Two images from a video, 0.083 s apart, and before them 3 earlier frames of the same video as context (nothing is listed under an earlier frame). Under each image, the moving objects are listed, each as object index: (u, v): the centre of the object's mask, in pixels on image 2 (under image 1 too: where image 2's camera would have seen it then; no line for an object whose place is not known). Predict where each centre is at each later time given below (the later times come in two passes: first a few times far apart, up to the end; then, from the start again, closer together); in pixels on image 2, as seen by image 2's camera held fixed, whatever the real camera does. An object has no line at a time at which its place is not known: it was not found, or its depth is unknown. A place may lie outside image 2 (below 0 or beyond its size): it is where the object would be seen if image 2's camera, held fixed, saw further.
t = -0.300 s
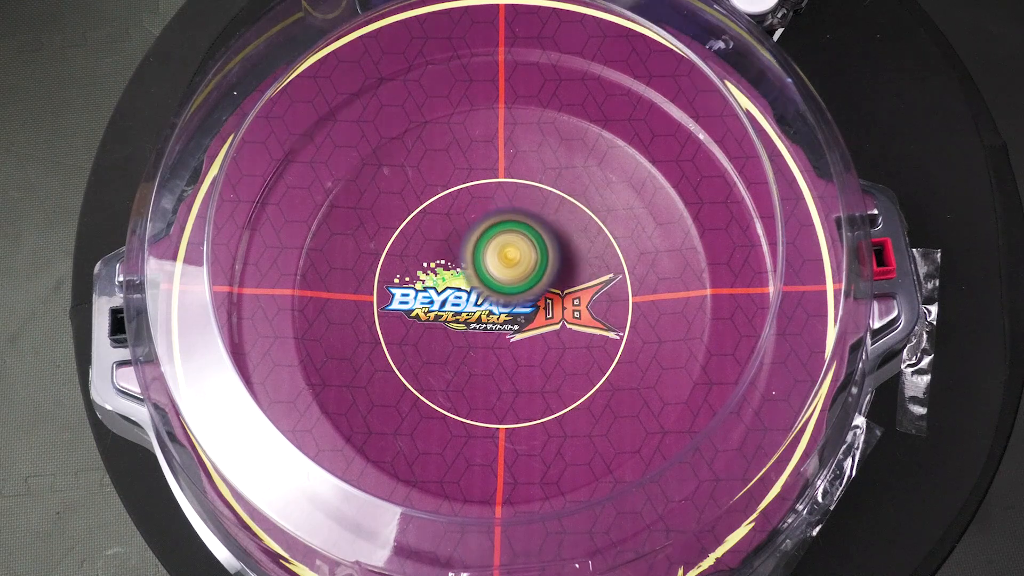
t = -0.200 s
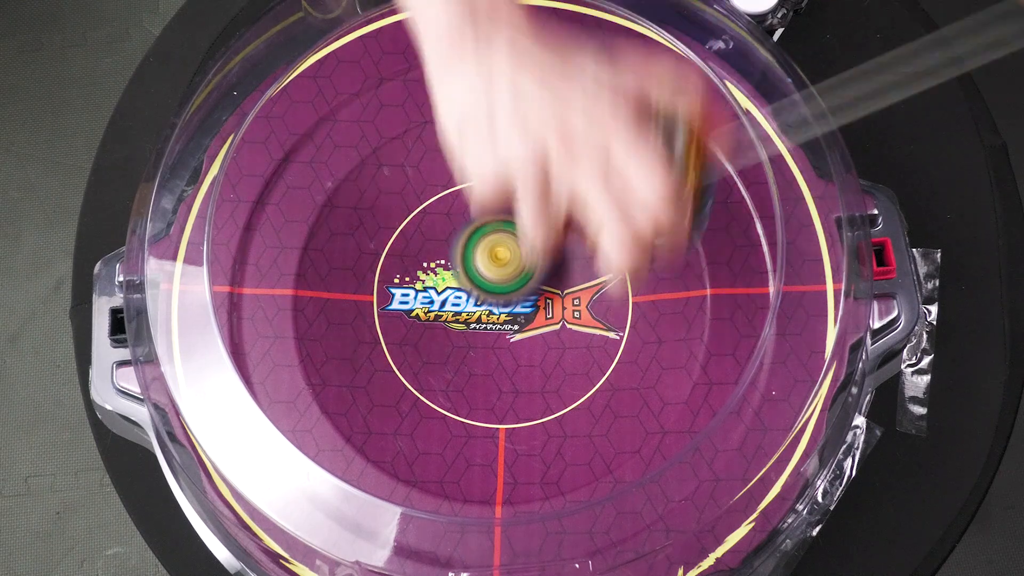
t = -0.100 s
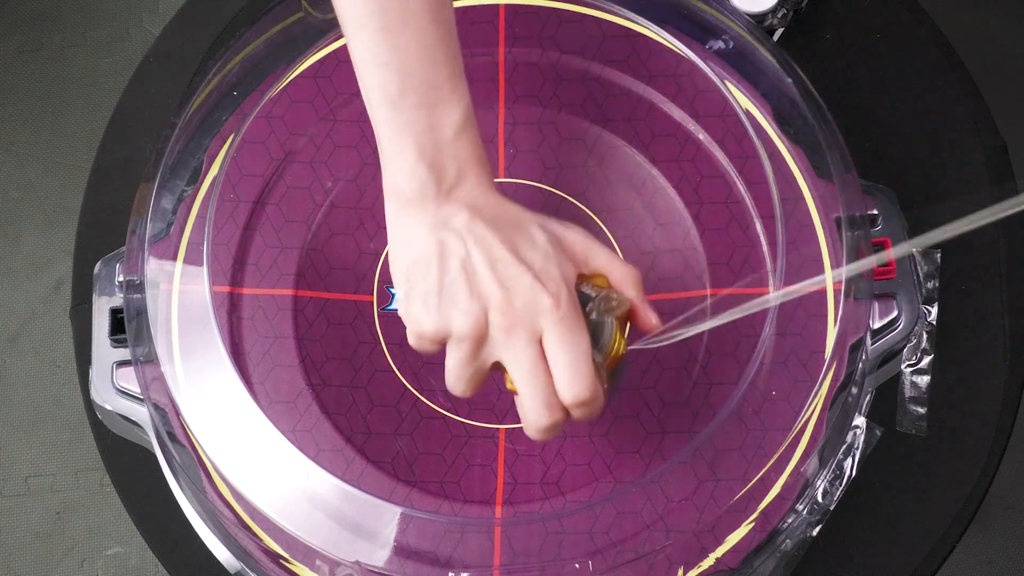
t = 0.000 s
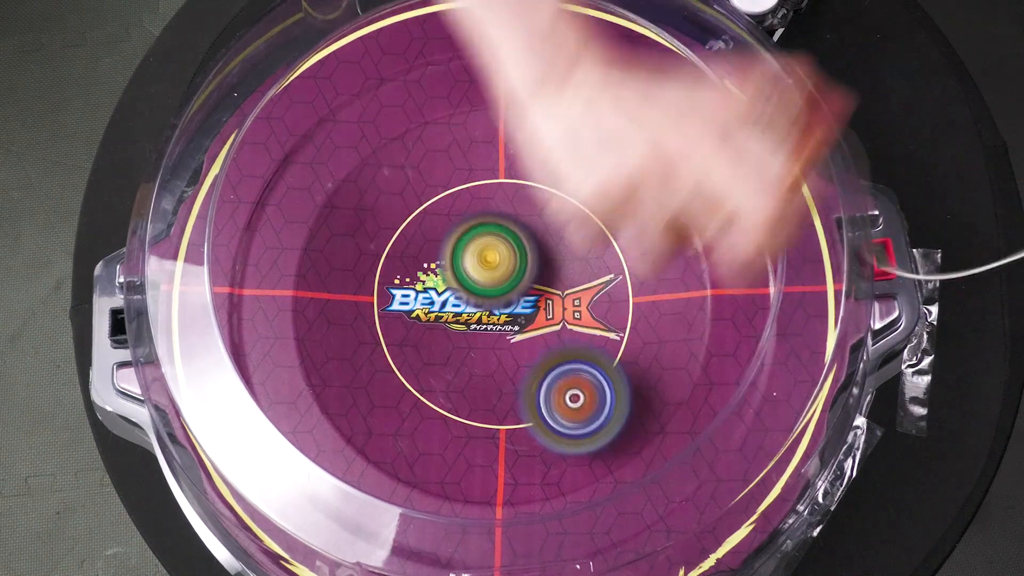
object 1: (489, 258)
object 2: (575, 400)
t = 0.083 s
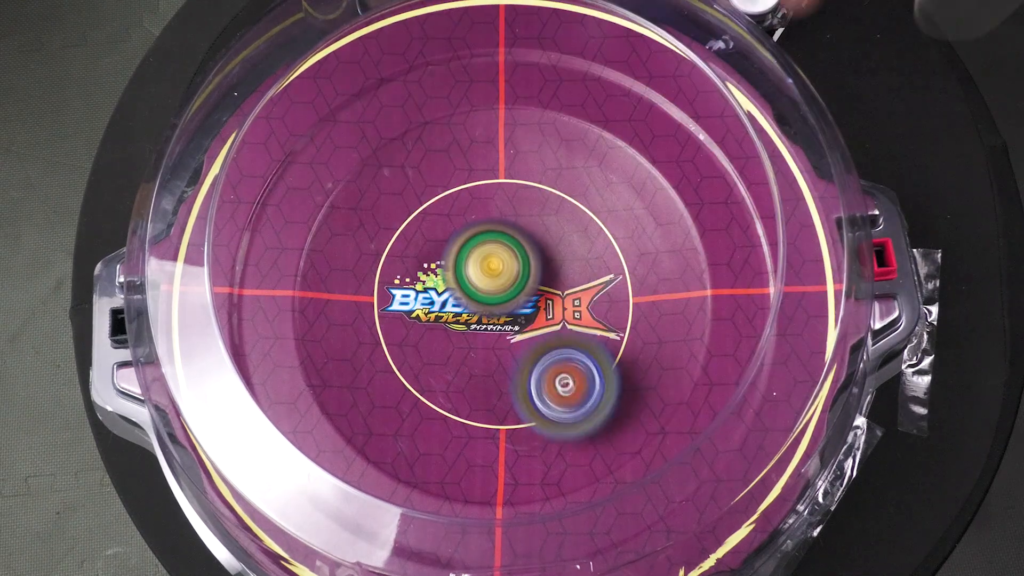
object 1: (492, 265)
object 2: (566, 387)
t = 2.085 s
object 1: (610, 157)
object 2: (493, 379)
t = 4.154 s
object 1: (531, 283)
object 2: (396, 298)
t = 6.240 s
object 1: (536, 298)
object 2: (417, 255)
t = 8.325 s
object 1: (559, 319)
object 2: (364, 245)
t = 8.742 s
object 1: (532, 317)
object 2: (423, 257)
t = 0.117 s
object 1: (492, 266)
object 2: (560, 374)
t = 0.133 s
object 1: (490, 267)
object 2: (557, 366)
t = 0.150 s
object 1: (490, 267)
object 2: (553, 356)
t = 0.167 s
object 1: (489, 267)
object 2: (550, 346)
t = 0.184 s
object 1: (486, 263)
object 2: (551, 345)
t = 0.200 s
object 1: (475, 248)
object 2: (562, 352)
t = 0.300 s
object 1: (423, 177)
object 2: (638, 382)
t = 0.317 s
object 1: (419, 170)
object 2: (649, 384)
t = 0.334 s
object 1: (416, 164)
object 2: (659, 383)
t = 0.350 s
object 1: (414, 161)
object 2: (668, 381)
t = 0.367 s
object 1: (413, 158)
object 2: (677, 378)
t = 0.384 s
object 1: (412, 157)
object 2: (683, 373)
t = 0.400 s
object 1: (412, 156)
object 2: (689, 367)
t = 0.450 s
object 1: (417, 161)
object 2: (704, 346)
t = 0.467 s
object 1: (420, 165)
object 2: (710, 339)
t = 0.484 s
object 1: (425, 168)
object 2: (715, 330)
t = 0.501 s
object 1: (430, 174)
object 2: (724, 323)
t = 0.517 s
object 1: (435, 180)
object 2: (733, 315)
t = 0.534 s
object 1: (441, 187)
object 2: (733, 308)
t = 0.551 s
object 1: (448, 194)
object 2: (750, 303)
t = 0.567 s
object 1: (455, 202)
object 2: (760, 297)
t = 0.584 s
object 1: (462, 210)
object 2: (767, 292)
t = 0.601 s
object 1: (470, 218)
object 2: (771, 285)
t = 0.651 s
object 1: (492, 245)
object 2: (779, 267)
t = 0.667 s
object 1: (499, 255)
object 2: (778, 263)
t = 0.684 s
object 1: (504, 266)
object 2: (784, 257)
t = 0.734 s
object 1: (516, 299)
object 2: (792, 249)
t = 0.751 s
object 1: (517, 309)
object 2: (793, 248)
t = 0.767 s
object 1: (520, 320)
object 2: (797, 248)
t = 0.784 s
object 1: (520, 328)
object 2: (799, 248)
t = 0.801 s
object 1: (520, 337)
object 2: (801, 249)
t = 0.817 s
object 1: (519, 344)
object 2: (798, 251)
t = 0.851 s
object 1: (515, 358)
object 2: (793, 257)
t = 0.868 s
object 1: (512, 364)
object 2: (790, 261)
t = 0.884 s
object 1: (507, 369)
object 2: (787, 266)
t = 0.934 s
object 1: (491, 378)
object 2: (775, 287)
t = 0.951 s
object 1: (484, 378)
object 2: (772, 293)
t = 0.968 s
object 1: (476, 378)
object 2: (765, 299)
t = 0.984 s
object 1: (468, 378)
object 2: (759, 305)
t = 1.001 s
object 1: (461, 376)
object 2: (753, 312)
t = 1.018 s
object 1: (454, 374)
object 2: (746, 318)
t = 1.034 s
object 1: (446, 371)
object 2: (741, 324)
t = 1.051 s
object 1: (439, 367)
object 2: (726, 329)
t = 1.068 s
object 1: (433, 361)
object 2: (722, 336)
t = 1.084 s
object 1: (428, 355)
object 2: (724, 343)
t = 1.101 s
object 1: (424, 348)
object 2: (714, 347)
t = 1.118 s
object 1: (422, 340)
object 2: (714, 355)
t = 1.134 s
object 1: (419, 331)
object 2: (710, 361)
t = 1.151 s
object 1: (418, 322)
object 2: (706, 365)
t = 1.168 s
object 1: (417, 313)
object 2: (702, 370)
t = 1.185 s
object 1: (416, 304)
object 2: (695, 375)
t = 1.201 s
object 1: (417, 294)
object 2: (693, 380)
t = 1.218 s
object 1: (418, 286)
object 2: (688, 385)
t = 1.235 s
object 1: (419, 277)
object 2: (682, 387)
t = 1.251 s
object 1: (421, 269)
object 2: (677, 391)
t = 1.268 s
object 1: (425, 261)
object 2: (670, 392)
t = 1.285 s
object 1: (430, 254)
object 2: (662, 393)
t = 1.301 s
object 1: (436, 249)
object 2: (653, 392)
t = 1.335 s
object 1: (450, 241)
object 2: (630, 385)
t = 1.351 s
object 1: (457, 237)
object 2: (618, 381)
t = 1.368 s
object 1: (466, 234)
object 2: (604, 375)
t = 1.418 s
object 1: (495, 235)
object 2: (562, 350)
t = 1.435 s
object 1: (504, 236)
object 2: (548, 341)
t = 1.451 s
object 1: (510, 231)
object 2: (535, 343)
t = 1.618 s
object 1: (531, 114)
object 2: (483, 428)
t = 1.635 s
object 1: (533, 112)
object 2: (481, 432)
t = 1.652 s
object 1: (536, 112)
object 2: (479, 433)
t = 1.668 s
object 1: (539, 113)
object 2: (479, 435)
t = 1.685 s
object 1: (542, 115)
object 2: (480, 435)
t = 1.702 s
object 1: (545, 117)
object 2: (481, 436)
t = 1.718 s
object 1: (549, 120)
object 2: (483, 435)
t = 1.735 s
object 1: (552, 125)
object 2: (487, 433)
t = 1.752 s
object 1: (556, 130)
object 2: (491, 432)
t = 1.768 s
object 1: (559, 134)
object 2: (496, 429)
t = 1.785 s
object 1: (562, 140)
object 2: (502, 426)
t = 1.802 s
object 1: (566, 146)
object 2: (507, 420)
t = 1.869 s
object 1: (577, 171)
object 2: (533, 394)
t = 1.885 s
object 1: (579, 178)
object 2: (540, 387)
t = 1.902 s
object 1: (580, 184)
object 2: (545, 379)
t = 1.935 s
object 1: (584, 198)
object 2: (552, 364)
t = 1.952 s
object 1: (585, 204)
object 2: (554, 356)
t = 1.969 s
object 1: (586, 211)
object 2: (555, 347)
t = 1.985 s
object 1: (587, 217)
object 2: (555, 337)
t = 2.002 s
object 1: (586, 222)
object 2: (552, 328)
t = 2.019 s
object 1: (590, 213)
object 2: (541, 336)
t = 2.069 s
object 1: (606, 168)
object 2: (504, 370)
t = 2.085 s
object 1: (610, 157)
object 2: (493, 379)
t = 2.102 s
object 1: (611, 147)
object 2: (482, 383)
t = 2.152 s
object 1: (616, 132)
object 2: (451, 395)
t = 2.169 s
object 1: (617, 131)
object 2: (443, 397)
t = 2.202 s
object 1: (617, 134)
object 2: (428, 402)
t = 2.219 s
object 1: (617, 138)
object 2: (422, 401)
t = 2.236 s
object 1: (616, 142)
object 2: (418, 398)
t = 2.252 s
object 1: (616, 147)
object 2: (413, 397)
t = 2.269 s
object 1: (615, 151)
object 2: (410, 395)
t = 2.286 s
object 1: (615, 157)
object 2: (407, 394)
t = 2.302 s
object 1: (614, 161)
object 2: (407, 390)
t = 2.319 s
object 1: (614, 166)
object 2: (408, 388)
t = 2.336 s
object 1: (613, 172)
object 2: (408, 384)
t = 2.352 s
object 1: (612, 178)
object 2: (409, 379)
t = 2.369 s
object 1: (610, 183)
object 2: (411, 375)
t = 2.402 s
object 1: (607, 194)
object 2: (415, 369)
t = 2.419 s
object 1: (605, 200)
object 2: (419, 364)
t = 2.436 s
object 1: (602, 207)
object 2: (423, 360)
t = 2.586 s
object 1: (578, 253)
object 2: (480, 321)
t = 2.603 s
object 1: (575, 256)
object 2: (483, 317)
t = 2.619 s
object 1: (586, 251)
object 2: (471, 325)
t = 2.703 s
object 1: (625, 233)
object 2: (408, 354)
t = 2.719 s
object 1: (628, 232)
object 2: (400, 357)
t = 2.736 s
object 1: (628, 234)
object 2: (392, 361)
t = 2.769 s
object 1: (627, 237)
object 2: (378, 373)
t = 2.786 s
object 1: (626, 240)
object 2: (372, 379)
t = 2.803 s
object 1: (625, 243)
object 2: (369, 381)
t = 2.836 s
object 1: (621, 248)
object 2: (364, 387)
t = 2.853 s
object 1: (619, 250)
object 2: (363, 392)
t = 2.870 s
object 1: (617, 254)
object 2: (364, 393)
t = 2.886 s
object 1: (614, 256)
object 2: (365, 394)
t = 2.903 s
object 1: (611, 260)
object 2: (366, 395)
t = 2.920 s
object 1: (608, 263)
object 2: (369, 400)
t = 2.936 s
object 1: (604, 267)
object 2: (372, 399)
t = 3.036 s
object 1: (580, 282)
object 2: (403, 394)
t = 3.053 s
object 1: (577, 284)
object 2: (411, 391)
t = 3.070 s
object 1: (572, 286)
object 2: (417, 387)
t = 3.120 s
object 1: (559, 292)
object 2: (439, 373)
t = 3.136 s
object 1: (555, 293)
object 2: (446, 367)
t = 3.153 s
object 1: (552, 293)
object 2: (452, 361)
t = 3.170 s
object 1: (549, 293)
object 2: (457, 356)
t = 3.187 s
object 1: (556, 286)
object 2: (451, 355)
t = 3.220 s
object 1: (572, 269)
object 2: (431, 356)
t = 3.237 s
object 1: (577, 262)
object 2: (422, 358)
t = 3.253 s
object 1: (582, 256)
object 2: (415, 356)
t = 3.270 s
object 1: (584, 251)
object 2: (409, 354)
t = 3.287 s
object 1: (585, 248)
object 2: (403, 353)
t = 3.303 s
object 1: (585, 246)
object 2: (397, 350)
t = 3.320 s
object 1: (584, 245)
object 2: (391, 348)
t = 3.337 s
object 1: (582, 246)
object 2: (385, 345)
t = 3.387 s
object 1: (570, 255)
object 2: (370, 336)
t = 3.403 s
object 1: (565, 258)
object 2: (366, 334)
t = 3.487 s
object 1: (536, 271)
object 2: (356, 319)
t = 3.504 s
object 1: (532, 273)
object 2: (355, 316)
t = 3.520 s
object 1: (528, 275)
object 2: (356, 313)
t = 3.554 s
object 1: (523, 278)
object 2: (357, 308)
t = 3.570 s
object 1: (521, 279)
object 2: (359, 306)
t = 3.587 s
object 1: (518, 278)
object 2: (362, 302)
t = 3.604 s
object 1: (515, 278)
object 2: (364, 300)
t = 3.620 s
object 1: (511, 277)
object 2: (368, 298)
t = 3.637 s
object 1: (507, 275)
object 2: (372, 297)
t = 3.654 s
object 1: (503, 274)
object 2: (377, 296)
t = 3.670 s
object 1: (499, 271)
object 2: (383, 297)
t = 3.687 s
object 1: (497, 269)
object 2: (388, 297)
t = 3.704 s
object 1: (495, 266)
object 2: (393, 297)
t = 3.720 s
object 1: (502, 261)
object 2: (388, 299)
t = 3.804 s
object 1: (539, 237)
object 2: (358, 312)
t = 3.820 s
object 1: (542, 235)
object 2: (355, 314)
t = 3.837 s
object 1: (545, 233)
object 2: (354, 317)
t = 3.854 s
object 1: (545, 234)
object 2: (353, 319)
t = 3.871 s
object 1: (545, 235)
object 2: (354, 321)
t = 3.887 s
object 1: (545, 238)
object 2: (356, 323)
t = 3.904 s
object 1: (544, 242)
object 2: (358, 323)
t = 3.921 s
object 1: (542, 247)
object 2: (361, 323)
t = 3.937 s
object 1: (539, 252)
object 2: (364, 323)
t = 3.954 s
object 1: (535, 257)
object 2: (368, 322)
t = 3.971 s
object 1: (530, 262)
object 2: (373, 320)
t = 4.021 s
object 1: (517, 273)
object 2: (389, 312)
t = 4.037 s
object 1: (514, 276)
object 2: (395, 309)
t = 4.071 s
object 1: (510, 280)
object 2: (403, 300)
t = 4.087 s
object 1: (515, 281)
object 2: (401, 299)
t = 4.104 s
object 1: (522, 281)
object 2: (398, 297)
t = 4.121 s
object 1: (526, 281)
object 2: (396, 297)
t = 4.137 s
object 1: (529, 282)
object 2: (396, 297)
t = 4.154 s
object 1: (531, 283)
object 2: (396, 298)
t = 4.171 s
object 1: (532, 283)
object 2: (398, 300)
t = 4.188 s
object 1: (532, 283)
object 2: (403, 300)
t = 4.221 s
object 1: (529, 284)
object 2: (411, 302)
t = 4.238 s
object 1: (526, 285)
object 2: (417, 302)
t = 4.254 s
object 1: (528, 284)
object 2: (416, 304)
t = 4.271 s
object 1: (534, 282)
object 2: (410, 306)
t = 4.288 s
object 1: (538, 281)
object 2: (406, 308)
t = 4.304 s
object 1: (541, 281)
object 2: (401, 308)
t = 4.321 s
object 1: (542, 281)
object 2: (398, 307)
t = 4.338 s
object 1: (542, 281)
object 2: (396, 306)
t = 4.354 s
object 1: (542, 282)
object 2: (393, 305)
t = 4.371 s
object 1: (542, 283)
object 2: (391, 304)
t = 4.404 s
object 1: (542, 286)
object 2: (388, 302)
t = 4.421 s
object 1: (541, 287)
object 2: (387, 302)
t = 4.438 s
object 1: (540, 289)
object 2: (388, 302)
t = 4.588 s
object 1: (529, 301)
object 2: (415, 295)
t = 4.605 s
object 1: (529, 302)
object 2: (419, 293)
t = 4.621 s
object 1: (537, 301)
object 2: (412, 289)
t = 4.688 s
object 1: (576, 302)
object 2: (381, 278)
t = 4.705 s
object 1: (580, 301)
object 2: (377, 279)
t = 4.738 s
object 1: (584, 301)
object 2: (371, 281)
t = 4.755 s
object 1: (584, 302)
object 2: (369, 281)
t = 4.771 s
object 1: (583, 303)
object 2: (369, 284)
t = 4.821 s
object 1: (573, 309)
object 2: (371, 292)
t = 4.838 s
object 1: (567, 311)
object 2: (373, 296)
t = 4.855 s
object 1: (561, 314)
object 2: (375, 299)
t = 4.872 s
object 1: (554, 317)
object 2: (378, 302)
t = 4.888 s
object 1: (548, 319)
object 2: (382, 304)
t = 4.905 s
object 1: (541, 321)
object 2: (386, 304)
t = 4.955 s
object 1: (524, 322)
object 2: (405, 303)
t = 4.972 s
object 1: (518, 322)
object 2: (412, 300)
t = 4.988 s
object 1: (521, 321)
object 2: (412, 295)
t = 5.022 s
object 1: (530, 318)
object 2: (405, 288)
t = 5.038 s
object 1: (532, 317)
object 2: (403, 285)
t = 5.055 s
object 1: (534, 315)
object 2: (402, 284)
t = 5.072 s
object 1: (536, 313)
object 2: (403, 282)
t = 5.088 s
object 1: (537, 311)
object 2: (404, 281)
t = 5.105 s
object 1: (537, 310)
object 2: (407, 281)
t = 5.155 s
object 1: (535, 304)
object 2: (422, 286)
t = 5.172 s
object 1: (534, 303)
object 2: (427, 290)
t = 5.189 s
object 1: (538, 302)
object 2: (426, 290)
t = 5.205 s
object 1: (552, 304)
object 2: (413, 288)
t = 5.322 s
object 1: (599, 306)
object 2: (354, 279)
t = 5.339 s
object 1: (598, 306)
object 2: (349, 278)
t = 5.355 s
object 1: (596, 306)
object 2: (345, 278)
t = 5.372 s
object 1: (592, 306)
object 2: (342, 278)
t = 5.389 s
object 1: (587, 306)
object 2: (341, 279)
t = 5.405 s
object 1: (583, 306)
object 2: (340, 280)
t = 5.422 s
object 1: (576, 308)
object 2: (339, 280)
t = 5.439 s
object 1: (569, 308)
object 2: (340, 281)
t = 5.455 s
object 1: (563, 309)
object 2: (341, 281)
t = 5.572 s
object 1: (522, 308)
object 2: (372, 290)
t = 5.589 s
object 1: (519, 308)
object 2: (378, 291)
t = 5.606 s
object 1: (515, 308)
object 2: (385, 290)
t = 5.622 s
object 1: (512, 308)
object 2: (393, 290)
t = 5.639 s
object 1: (509, 309)
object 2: (402, 289)
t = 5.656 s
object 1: (510, 310)
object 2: (412, 286)
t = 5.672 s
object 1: (523, 313)
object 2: (404, 278)
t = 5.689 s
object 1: (540, 316)
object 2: (391, 270)
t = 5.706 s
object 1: (555, 316)
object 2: (381, 264)
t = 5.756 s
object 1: (588, 315)
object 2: (357, 250)
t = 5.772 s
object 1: (595, 314)
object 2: (351, 248)
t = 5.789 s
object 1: (600, 312)
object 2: (344, 247)
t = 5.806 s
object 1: (603, 310)
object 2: (338, 244)
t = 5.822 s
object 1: (604, 309)
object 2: (333, 242)
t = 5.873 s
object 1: (597, 306)
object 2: (324, 241)
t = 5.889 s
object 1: (593, 304)
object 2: (323, 241)
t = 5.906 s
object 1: (588, 302)
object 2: (323, 242)
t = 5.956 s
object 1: (574, 297)
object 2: (327, 247)
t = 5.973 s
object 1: (568, 296)
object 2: (329, 250)
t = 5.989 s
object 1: (562, 295)
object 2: (332, 252)
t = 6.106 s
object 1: (529, 290)
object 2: (376, 265)
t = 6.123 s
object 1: (526, 289)
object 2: (385, 266)
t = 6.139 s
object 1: (522, 291)
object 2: (395, 267)
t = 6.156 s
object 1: (519, 290)
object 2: (406, 268)
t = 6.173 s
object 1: (517, 290)
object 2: (417, 268)
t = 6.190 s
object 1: (519, 292)
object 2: (421, 264)
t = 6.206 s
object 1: (525, 295)
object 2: (420, 262)
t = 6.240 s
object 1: (536, 298)
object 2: (417, 255)
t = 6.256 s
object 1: (540, 299)
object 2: (415, 252)
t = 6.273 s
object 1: (542, 299)
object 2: (416, 250)
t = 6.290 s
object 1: (544, 299)
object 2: (416, 248)
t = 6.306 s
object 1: (545, 298)
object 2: (418, 248)
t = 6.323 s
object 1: (545, 296)
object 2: (421, 248)
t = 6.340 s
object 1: (545, 294)
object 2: (424, 250)
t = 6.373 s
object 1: (543, 289)
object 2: (435, 257)
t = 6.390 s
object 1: (542, 287)
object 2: (440, 260)
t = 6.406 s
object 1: (553, 286)
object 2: (434, 261)
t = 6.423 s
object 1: (568, 286)
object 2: (420, 262)
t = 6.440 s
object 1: (580, 287)
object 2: (410, 263)
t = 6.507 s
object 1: (606, 289)
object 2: (372, 270)
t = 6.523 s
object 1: (607, 289)
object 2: (364, 271)
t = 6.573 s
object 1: (605, 292)
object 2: (351, 277)
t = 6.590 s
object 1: (602, 293)
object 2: (350, 278)
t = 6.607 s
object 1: (600, 295)
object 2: (351, 278)
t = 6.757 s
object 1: (568, 306)
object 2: (433, 299)
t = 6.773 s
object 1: (564, 307)
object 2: (447, 303)
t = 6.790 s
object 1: (564, 307)
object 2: (454, 302)
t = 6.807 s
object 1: (573, 306)
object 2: (449, 305)
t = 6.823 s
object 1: (581, 304)
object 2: (444, 303)
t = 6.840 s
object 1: (587, 303)
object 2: (440, 303)
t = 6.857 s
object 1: (591, 302)
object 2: (437, 301)
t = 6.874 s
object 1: (593, 301)
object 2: (436, 300)
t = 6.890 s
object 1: (592, 301)
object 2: (437, 296)
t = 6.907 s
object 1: (592, 301)
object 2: (437, 293)
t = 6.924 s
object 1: (591, 302)
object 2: (439, 290)
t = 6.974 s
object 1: (585, 305)
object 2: (447, 279)
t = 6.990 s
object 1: (583, 306)
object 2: (451, 276)
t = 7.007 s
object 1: (582, 307)
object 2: (456, 274)
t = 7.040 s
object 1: (578, 309)
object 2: (466, 272)
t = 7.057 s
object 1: (576, 310)
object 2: (472, 272)
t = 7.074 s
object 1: (575, 312)
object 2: (475, 272)
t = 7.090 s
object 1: (579, 314)
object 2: (471, 271)
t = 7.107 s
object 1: (581, 316)
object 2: (470, 271)
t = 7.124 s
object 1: (581, 316)
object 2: (466, 271)
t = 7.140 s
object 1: (580, 318)
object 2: (464, 274)
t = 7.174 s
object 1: (577, 320)
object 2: (461, 279)
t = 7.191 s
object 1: (575, 321)
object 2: (458, 282)
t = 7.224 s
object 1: (570, 321)
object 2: (454, 286)
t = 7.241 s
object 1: (567, 322)
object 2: (453, 287)
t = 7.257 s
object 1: (565, 322)
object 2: (453, 287)
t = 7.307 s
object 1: (557, 322)
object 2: (455, 284)
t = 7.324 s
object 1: (557, 322)
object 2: (455, 281)
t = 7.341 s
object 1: (559, 322)
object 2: (452, 275)
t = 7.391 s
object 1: (559, 321)
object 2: (448, 262)
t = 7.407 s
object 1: (558, 320)
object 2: (448, 259)
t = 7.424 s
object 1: (556, 320)
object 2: (449, 257)
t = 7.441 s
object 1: (553, 320)
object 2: (452, 256)
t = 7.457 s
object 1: (553, 320)
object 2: (454, 255)
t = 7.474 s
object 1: (550, 319)
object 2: (458, 255)
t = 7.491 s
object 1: (548, 318)
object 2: (462, 256)
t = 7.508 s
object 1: (550, 320)
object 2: (464, 255)
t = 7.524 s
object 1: (554, 323)
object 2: (463, 252)
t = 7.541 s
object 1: (557, 325)
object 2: (462, 251)
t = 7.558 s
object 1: (558, 326)
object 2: (460, 250)
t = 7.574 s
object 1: (558, 326)
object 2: (459, 251)
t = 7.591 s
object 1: (558, 326)
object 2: (457, 252)
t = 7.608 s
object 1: (557, 326)
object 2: (455, 253)
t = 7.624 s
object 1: (554, 325)
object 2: (452, 256)
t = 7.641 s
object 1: (552, 325)
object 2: (450, 257)
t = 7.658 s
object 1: (550, 324)
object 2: (447, 260)
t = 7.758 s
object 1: (535, 317)
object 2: (433, 275)
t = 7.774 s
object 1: (533, 315)
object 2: (432, 277)
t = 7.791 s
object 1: (532, 314)
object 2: (430, 277)
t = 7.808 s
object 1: (533, 313)
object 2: (428, 277)
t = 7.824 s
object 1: (533, 312)
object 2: (426, 277)
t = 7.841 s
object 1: (533, 311)
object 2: (426, 276)
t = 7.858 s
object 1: (533, 310)
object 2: (426, 276)
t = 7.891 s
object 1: (531, 308)
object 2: (432, 272)
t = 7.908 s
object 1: (530, 307)
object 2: (436, 269)
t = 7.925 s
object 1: (530, 306)
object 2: (438, 264)
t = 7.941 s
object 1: (532, 307)
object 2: (438, 260)
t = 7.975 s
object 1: (534, 306)
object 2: (440, 256)
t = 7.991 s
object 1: (533, 304)
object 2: (443, 255)
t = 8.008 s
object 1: (534, 305)
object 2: (445, 254)
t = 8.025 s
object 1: (543, 307)
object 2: (439, 252)
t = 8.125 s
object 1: (586, 320)
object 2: (383, 232)
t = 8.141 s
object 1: (587, 320)
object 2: (378, 231)
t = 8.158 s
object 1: (586, 320)
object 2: (376, 231)
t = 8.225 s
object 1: (578, 321)
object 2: (367, 233)
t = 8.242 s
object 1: (577, 321)
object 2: (366, 235)
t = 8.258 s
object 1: (573, 321)
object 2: (366, 236)
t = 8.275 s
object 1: (570, 321)
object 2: (365, 238)
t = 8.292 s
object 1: (566, 320)
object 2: (365, 239)
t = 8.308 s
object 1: (564, 319)
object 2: (364, 244)
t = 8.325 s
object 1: (559, 319)
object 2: (364, 245)
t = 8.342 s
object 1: (557, 318)
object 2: (365, 247)
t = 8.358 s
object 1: (552, 318)
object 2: (366, 249)
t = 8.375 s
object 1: (551, 317)
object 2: (368, 250)
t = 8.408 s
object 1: (545, 316)
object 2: (372, 254)
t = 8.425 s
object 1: (541, 316)
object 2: (374, 256)
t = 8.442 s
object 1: (540, 315)
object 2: (377, 257)
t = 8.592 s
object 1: (521, 311)
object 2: (415, 276)
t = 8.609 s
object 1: (520, 310)
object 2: (421, 278)
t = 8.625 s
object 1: (521, 312)
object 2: (422, 275)
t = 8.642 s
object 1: (526, 314)
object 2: (418, 274)
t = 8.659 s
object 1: (529, 316)
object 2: (416, 270)
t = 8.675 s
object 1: (532, 317)
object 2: (416, 267)
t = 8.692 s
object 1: (532, 317)
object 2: (416, 264)
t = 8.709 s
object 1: (534, 317)
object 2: (418, 261)
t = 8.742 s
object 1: (532, 317)
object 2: (423, 257)
